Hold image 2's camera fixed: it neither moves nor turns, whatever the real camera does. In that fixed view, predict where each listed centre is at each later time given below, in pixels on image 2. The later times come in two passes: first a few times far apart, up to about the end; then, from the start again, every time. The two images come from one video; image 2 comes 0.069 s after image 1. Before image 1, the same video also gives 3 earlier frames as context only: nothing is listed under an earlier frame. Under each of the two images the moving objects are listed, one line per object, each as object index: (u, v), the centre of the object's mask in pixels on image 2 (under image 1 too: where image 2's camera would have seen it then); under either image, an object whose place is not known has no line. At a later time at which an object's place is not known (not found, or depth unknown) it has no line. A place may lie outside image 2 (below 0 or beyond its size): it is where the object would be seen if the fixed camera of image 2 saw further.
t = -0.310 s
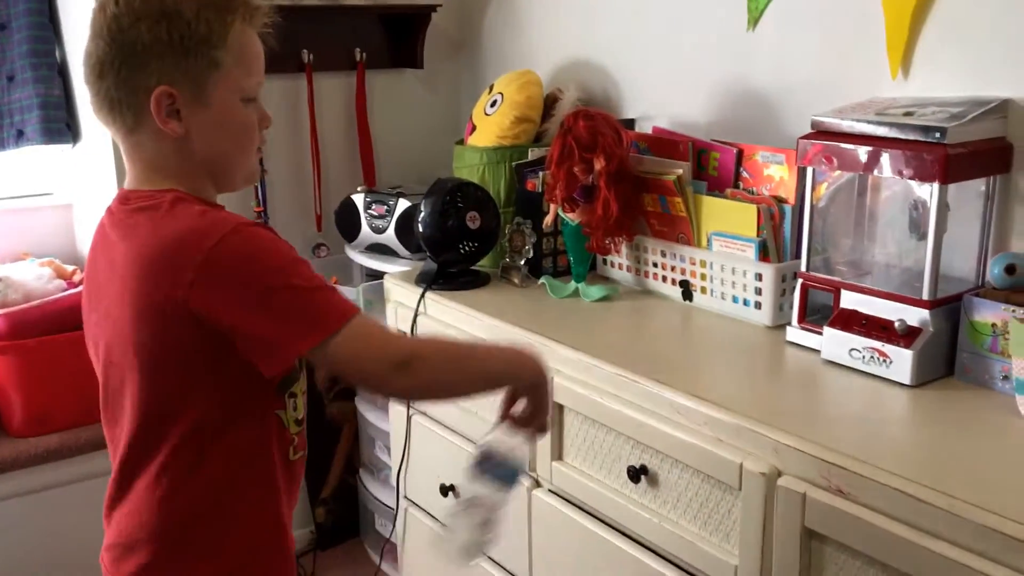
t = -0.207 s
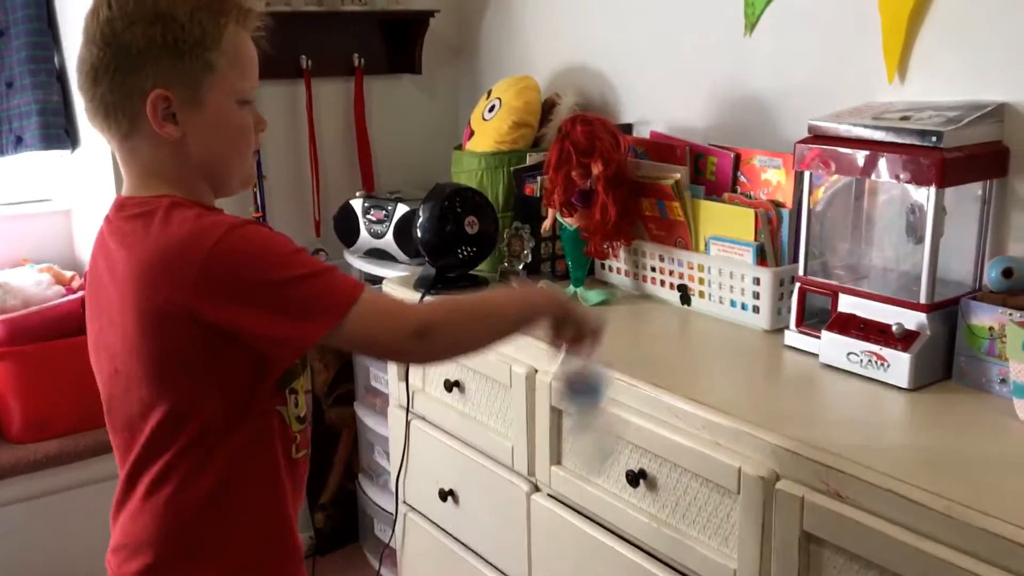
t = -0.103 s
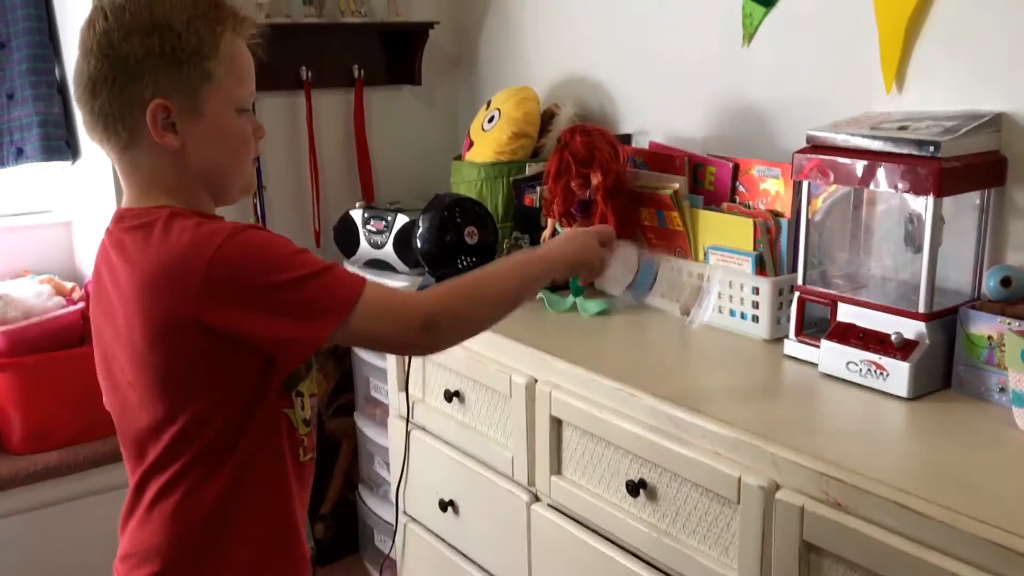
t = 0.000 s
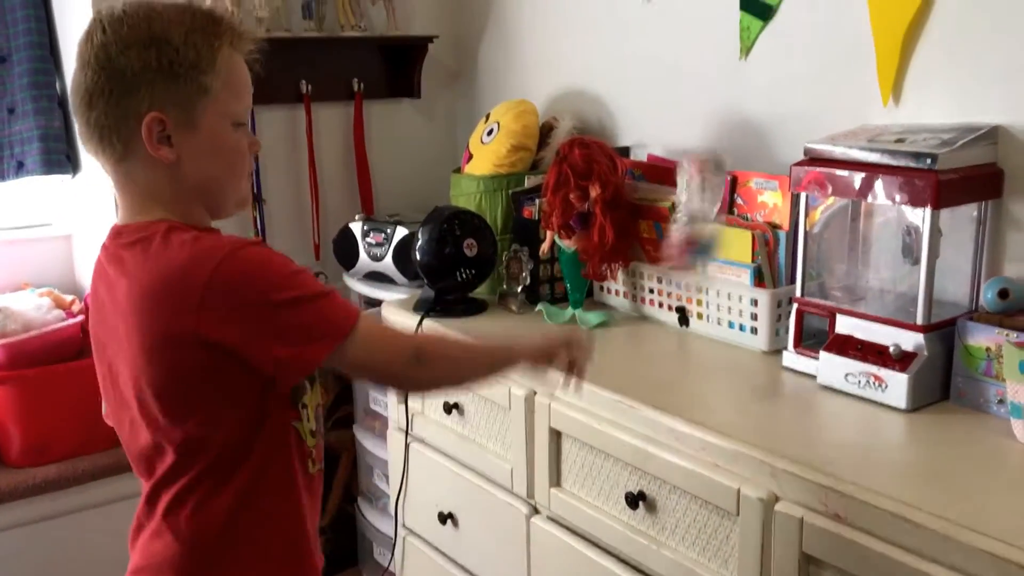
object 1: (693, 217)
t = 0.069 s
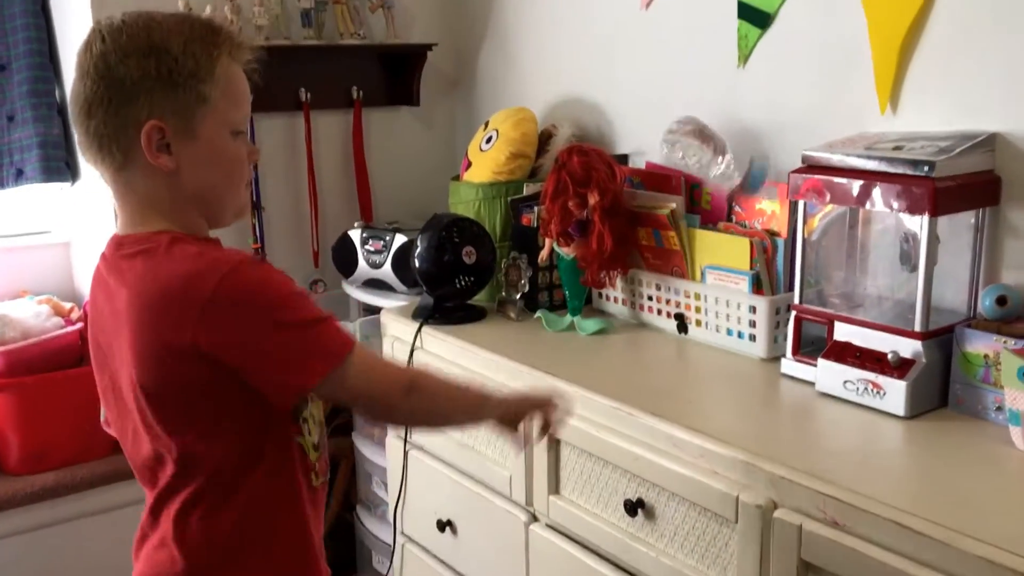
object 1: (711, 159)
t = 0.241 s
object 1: (726, 180)
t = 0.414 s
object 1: (722, 355)
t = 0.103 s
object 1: (717, 147)
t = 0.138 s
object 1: (726, 140)
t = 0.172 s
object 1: (725, 146)
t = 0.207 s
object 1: (725, 160)
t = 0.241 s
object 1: (726, 180)
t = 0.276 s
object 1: (721, 215)
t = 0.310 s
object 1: (729, 245)
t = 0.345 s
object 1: (723, 298)
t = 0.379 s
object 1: (721, 351)
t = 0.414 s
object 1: (722, 355)
